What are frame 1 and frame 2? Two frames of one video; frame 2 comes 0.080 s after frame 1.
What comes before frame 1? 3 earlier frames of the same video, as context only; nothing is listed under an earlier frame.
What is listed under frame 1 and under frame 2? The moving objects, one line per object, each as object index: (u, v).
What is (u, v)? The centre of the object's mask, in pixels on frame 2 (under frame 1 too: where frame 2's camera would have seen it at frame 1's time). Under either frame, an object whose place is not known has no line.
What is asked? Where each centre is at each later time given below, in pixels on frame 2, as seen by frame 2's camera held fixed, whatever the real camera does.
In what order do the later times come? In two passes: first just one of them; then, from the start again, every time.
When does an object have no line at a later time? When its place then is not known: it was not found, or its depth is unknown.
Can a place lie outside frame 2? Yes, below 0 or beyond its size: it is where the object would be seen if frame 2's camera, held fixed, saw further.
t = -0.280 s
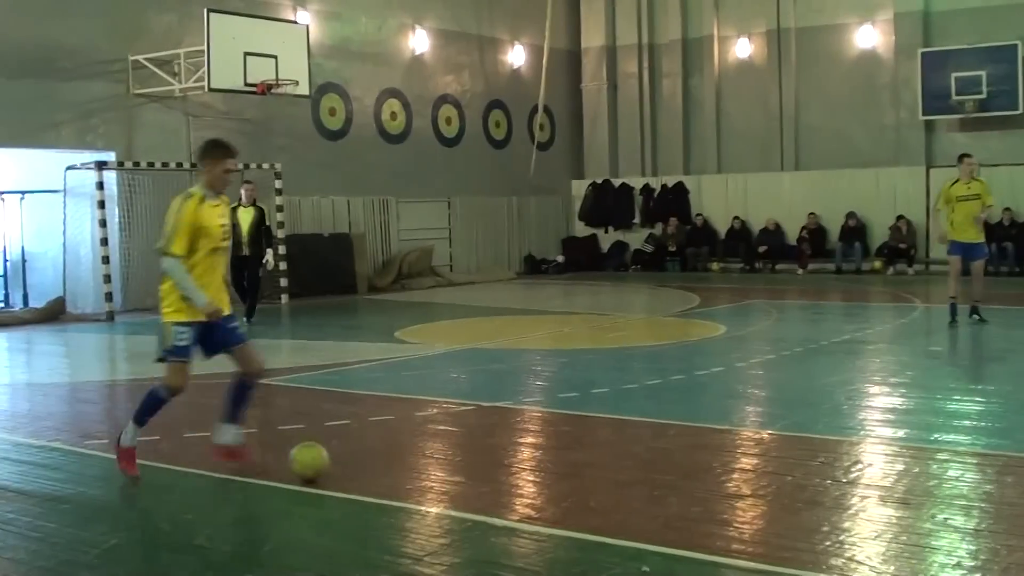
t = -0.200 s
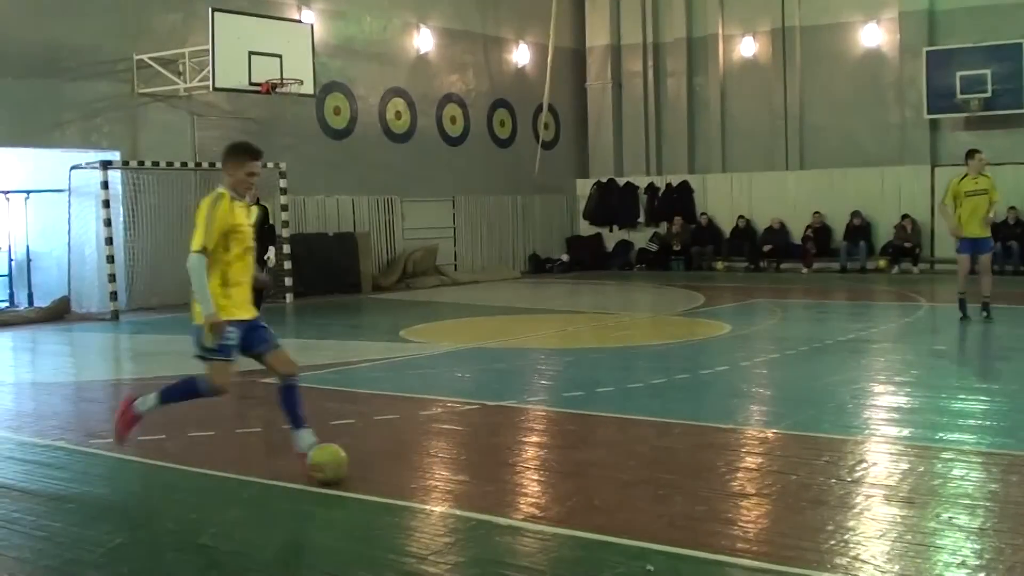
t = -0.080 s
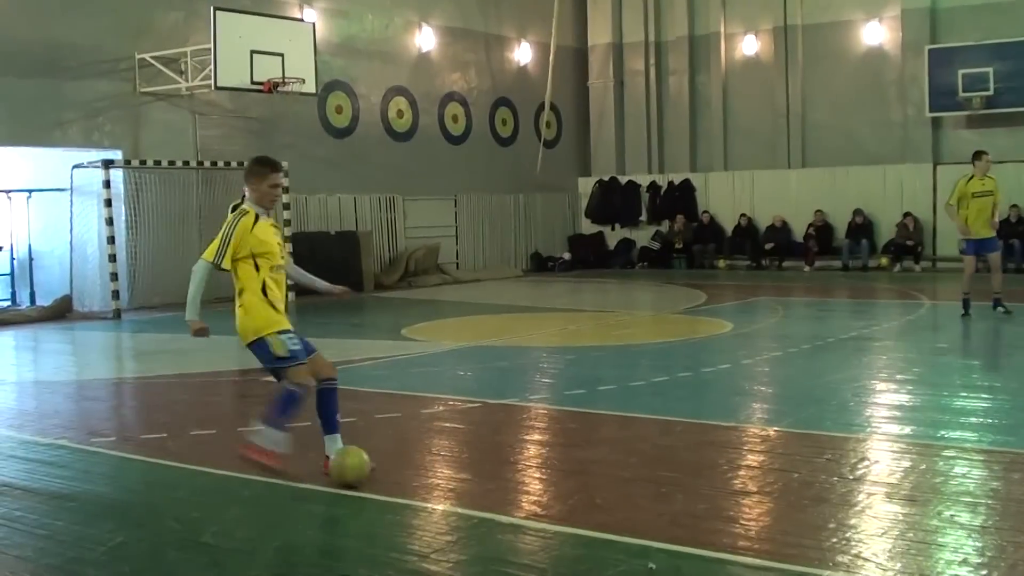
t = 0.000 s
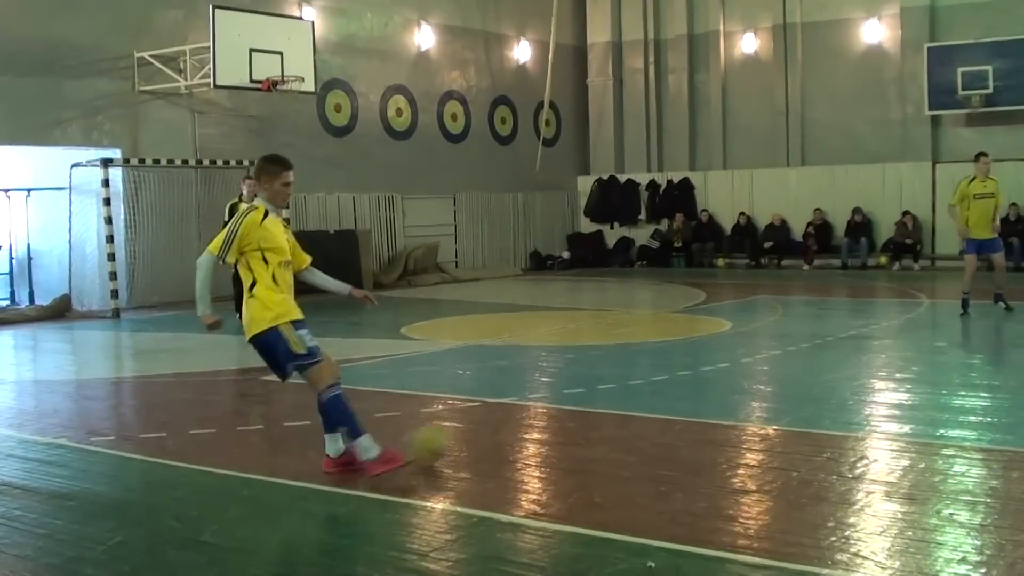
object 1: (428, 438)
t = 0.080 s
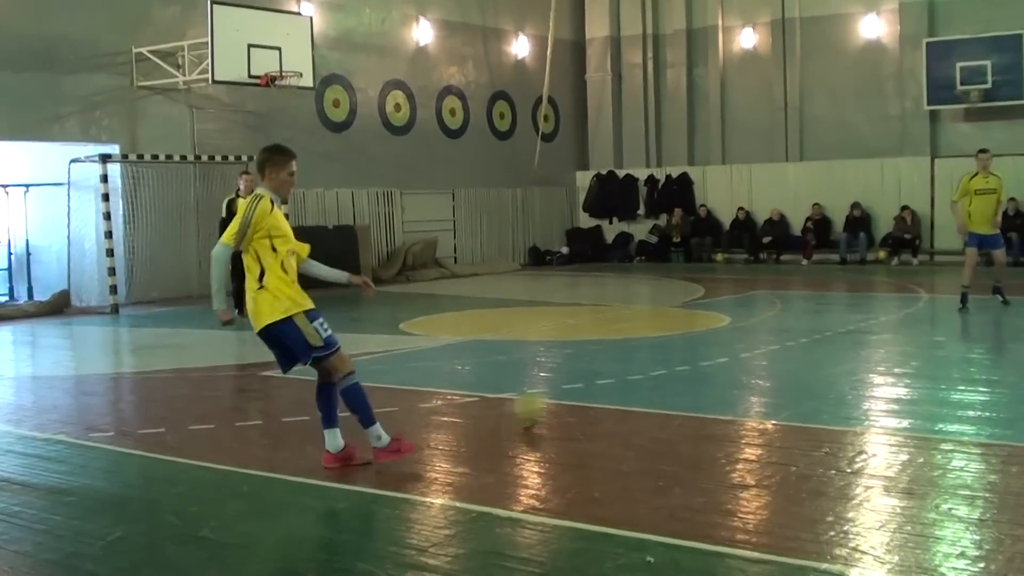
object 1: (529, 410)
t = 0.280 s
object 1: (689, 363)
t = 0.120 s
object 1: (570, 397)
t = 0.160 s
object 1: (605, 387)
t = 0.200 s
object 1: (637, 376)
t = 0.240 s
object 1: (665, 370)
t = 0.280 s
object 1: (689, 363)
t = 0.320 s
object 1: (713, 356)
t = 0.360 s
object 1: (732, 349)
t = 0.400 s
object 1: (747, 345)
